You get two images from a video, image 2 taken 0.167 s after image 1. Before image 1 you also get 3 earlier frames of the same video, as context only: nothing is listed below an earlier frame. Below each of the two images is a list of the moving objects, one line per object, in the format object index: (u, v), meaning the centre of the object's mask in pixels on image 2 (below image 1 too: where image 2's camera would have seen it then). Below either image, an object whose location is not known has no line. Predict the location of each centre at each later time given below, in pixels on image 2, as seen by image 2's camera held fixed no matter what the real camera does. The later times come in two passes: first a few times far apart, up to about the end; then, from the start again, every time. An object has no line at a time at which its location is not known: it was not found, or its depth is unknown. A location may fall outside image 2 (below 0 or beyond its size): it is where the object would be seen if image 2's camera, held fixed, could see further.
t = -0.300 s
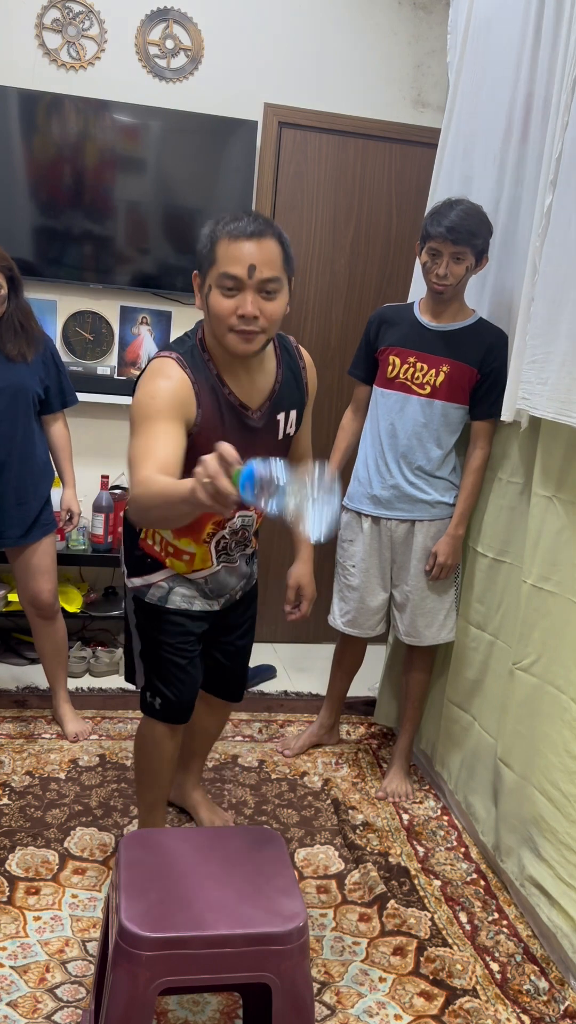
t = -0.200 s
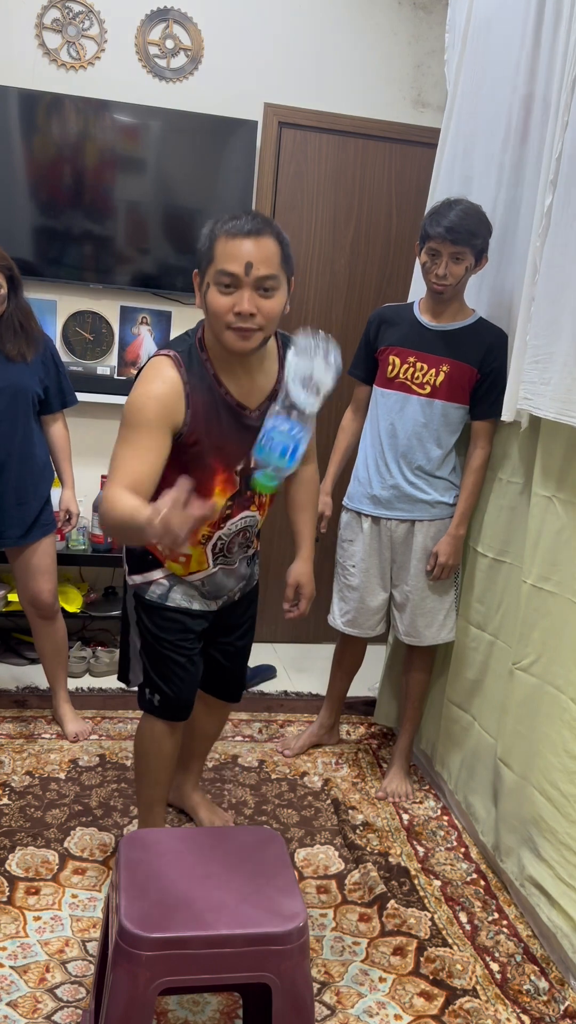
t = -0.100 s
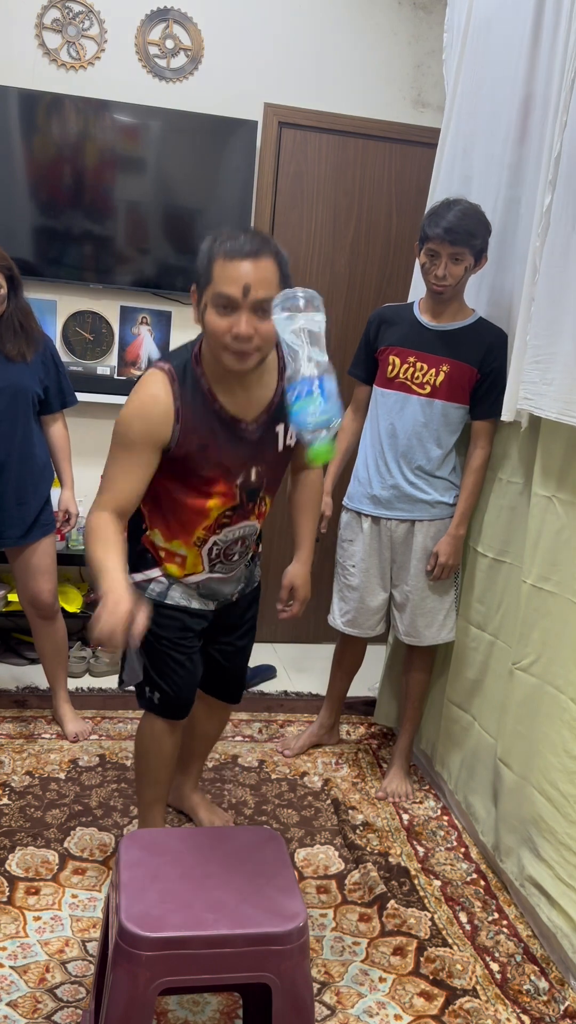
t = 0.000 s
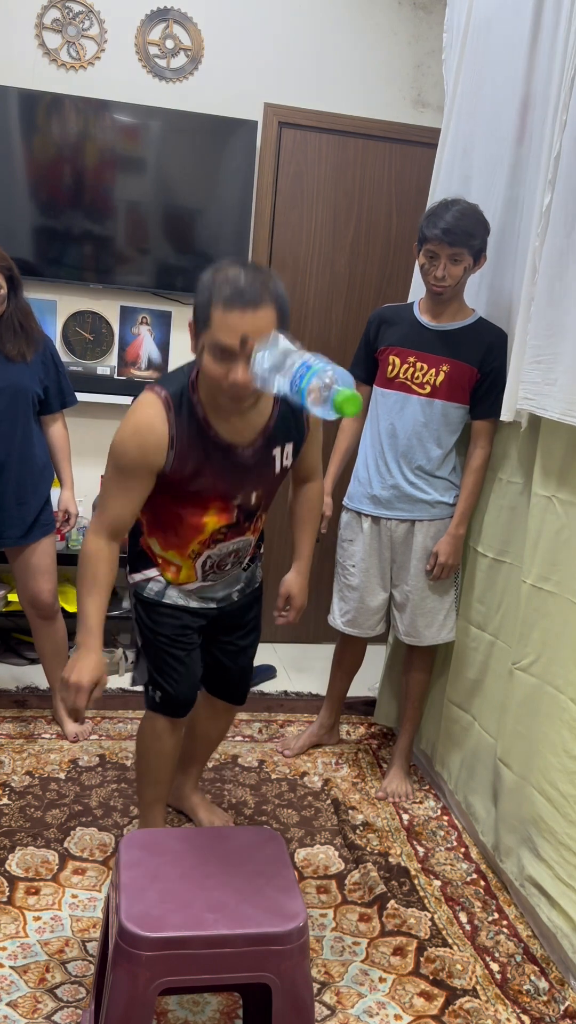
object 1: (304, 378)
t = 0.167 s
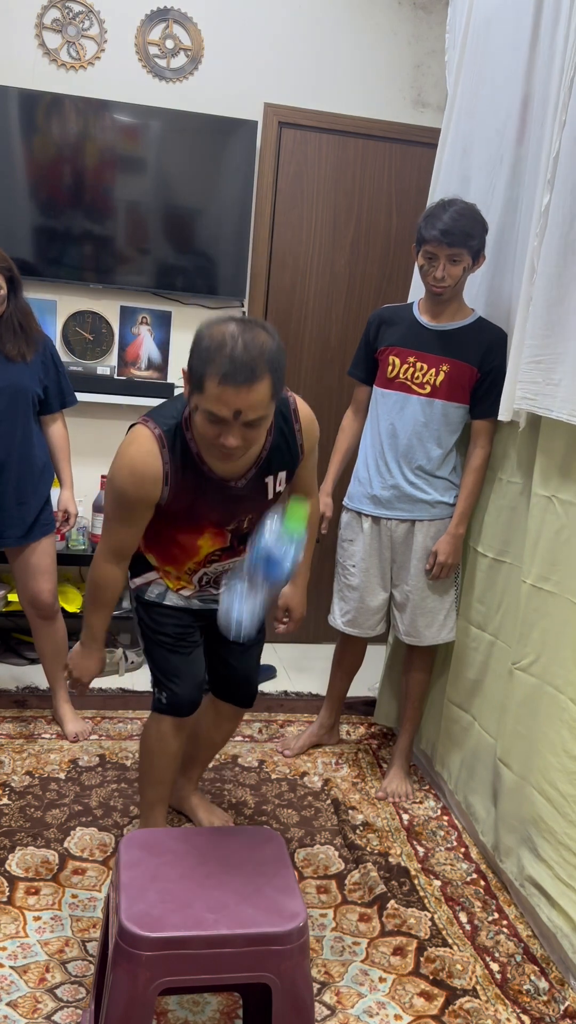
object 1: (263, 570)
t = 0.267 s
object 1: (234, 768)
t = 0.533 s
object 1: (194, 808)
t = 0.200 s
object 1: (253, 630)
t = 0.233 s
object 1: (244, 696)
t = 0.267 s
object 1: (234, 768)
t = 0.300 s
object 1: (225, 834)
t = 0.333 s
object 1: (221, 825)
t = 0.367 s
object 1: (216, 823)
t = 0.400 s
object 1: (211, 818)
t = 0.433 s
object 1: (207, 815)
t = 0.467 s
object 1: (204, 812)
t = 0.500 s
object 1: (199, 809)
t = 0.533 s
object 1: (194, 808)
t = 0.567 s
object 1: (186, 811)
